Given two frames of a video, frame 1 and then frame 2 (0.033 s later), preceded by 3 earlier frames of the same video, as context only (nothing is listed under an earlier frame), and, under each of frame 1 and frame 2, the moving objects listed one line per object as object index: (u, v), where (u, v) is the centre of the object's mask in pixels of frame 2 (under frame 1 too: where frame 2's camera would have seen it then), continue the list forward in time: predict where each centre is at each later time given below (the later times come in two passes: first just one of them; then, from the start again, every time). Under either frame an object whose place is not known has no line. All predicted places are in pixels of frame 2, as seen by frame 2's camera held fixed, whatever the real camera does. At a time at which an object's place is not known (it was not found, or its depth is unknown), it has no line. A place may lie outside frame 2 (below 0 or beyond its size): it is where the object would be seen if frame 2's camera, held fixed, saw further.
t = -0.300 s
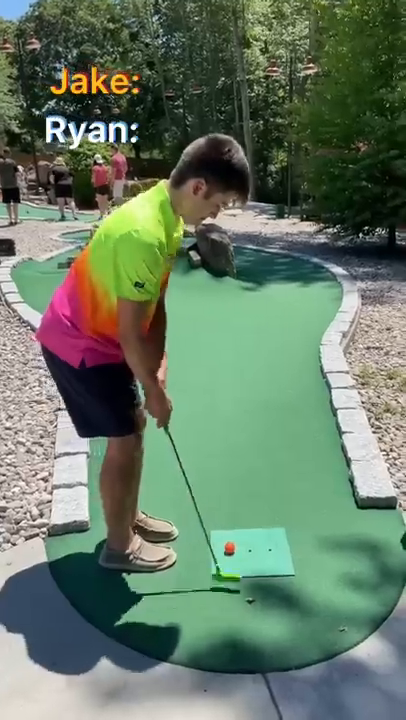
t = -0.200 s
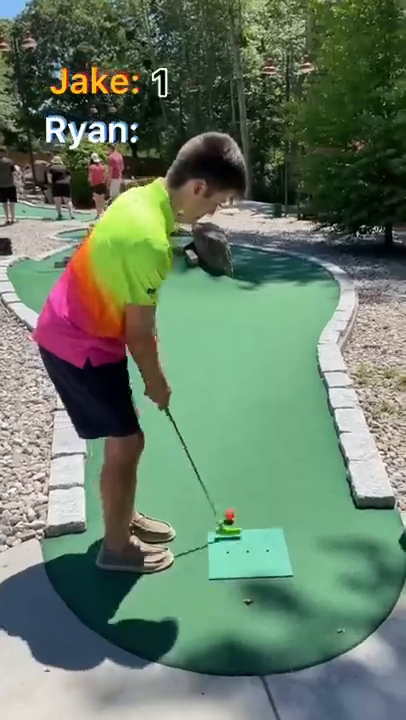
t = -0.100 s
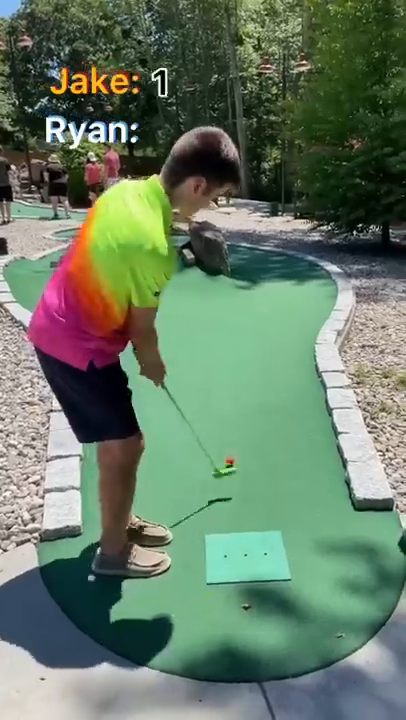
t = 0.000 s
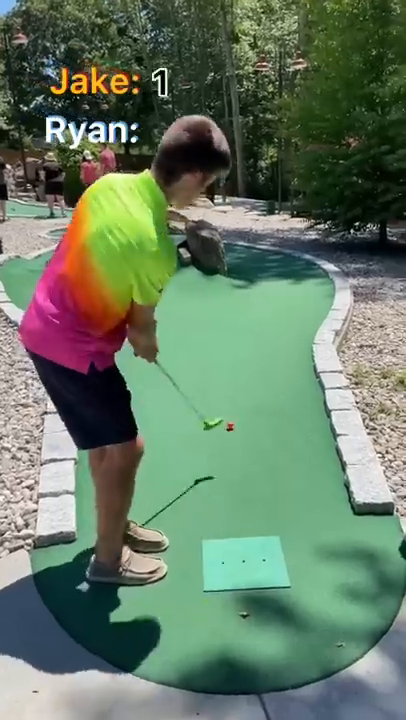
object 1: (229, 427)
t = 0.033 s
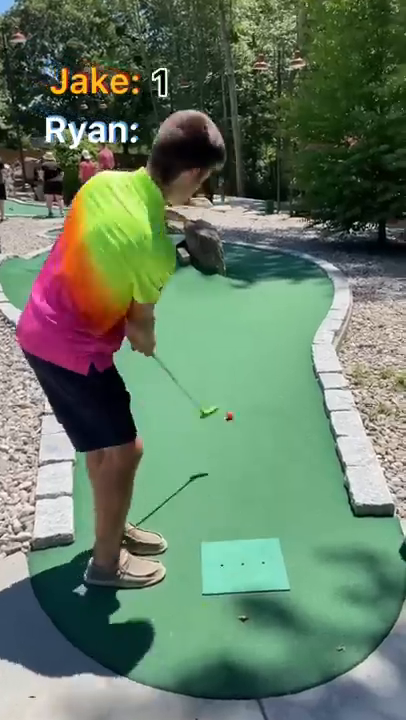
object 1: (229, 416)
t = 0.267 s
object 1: (231, 365)
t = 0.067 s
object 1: (230, 406)
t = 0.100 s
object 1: (230, 398)
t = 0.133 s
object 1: (230, 390)
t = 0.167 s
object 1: (230, 383)
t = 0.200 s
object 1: (230, 377)
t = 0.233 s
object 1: (231, 371)
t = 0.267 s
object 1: (231, 365)
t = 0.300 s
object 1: (231, 360)
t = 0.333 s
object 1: (231, 354)
